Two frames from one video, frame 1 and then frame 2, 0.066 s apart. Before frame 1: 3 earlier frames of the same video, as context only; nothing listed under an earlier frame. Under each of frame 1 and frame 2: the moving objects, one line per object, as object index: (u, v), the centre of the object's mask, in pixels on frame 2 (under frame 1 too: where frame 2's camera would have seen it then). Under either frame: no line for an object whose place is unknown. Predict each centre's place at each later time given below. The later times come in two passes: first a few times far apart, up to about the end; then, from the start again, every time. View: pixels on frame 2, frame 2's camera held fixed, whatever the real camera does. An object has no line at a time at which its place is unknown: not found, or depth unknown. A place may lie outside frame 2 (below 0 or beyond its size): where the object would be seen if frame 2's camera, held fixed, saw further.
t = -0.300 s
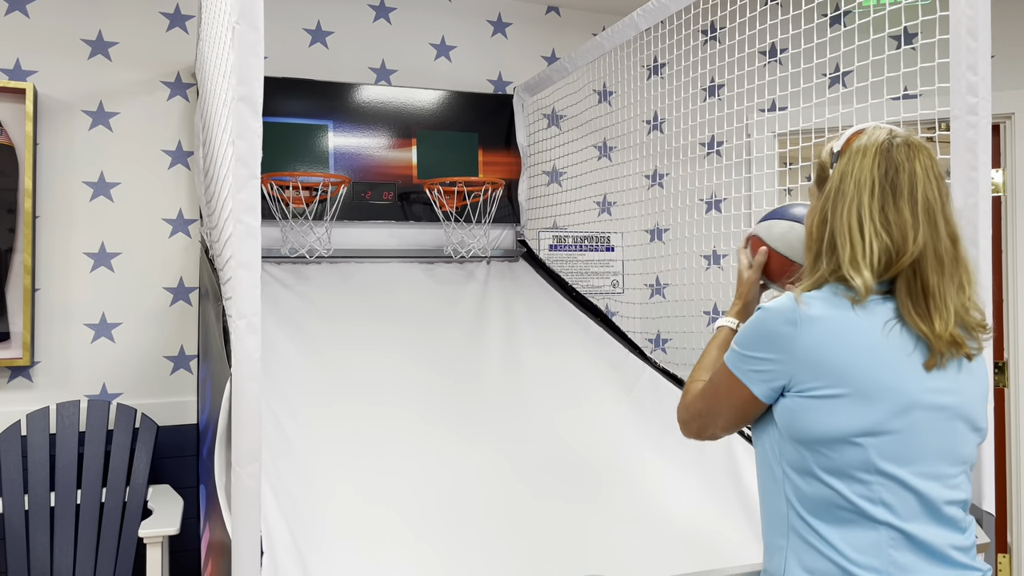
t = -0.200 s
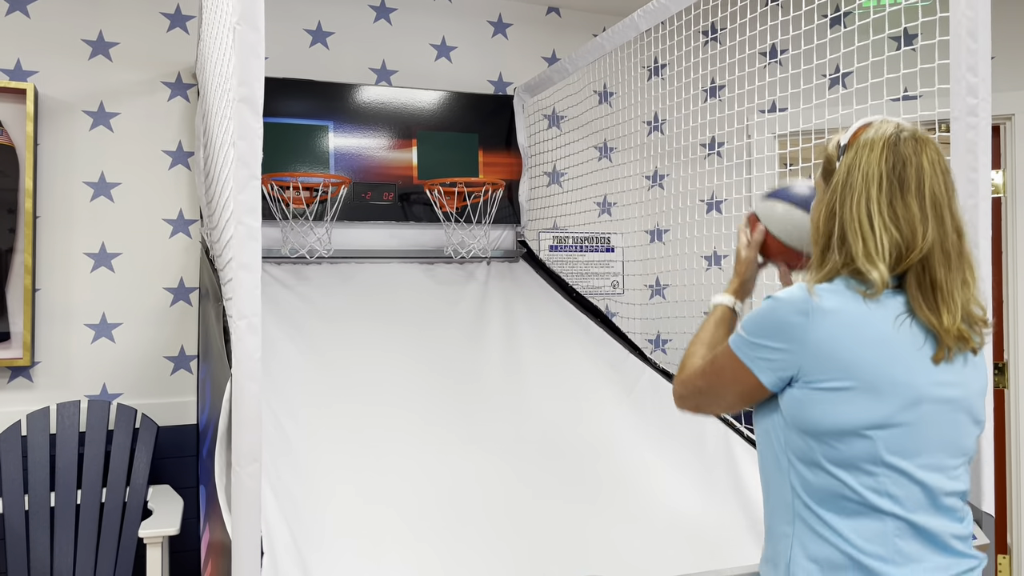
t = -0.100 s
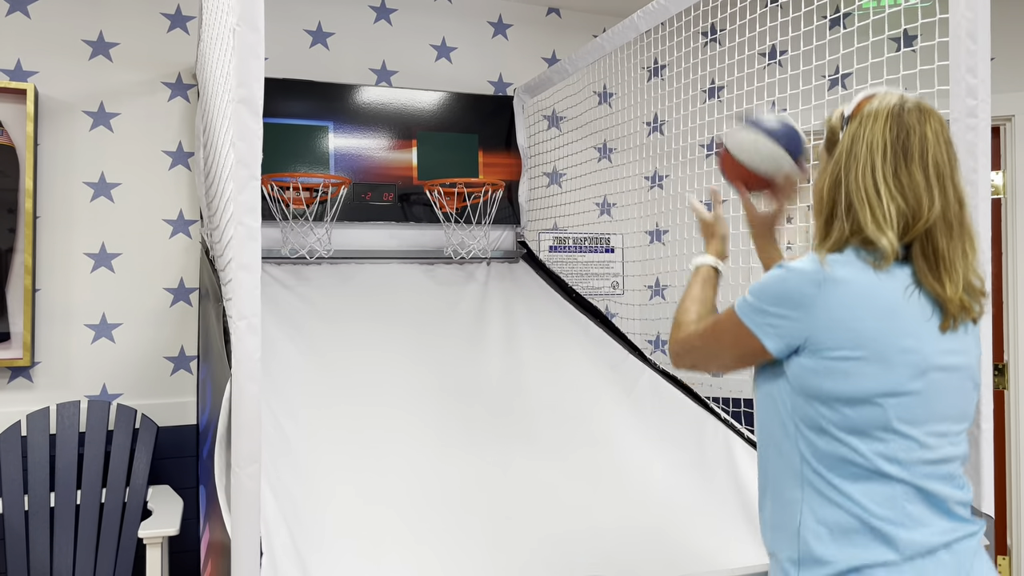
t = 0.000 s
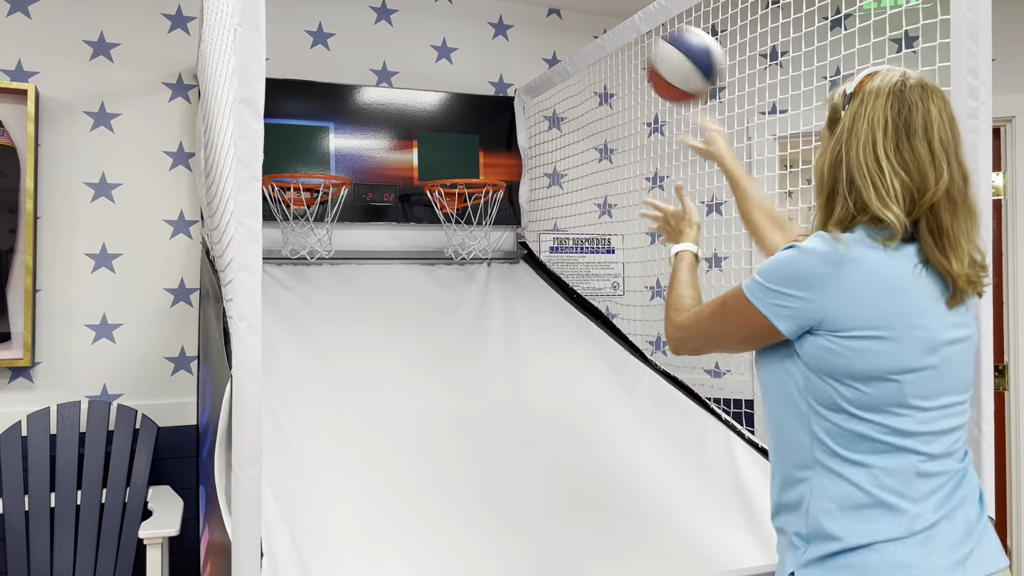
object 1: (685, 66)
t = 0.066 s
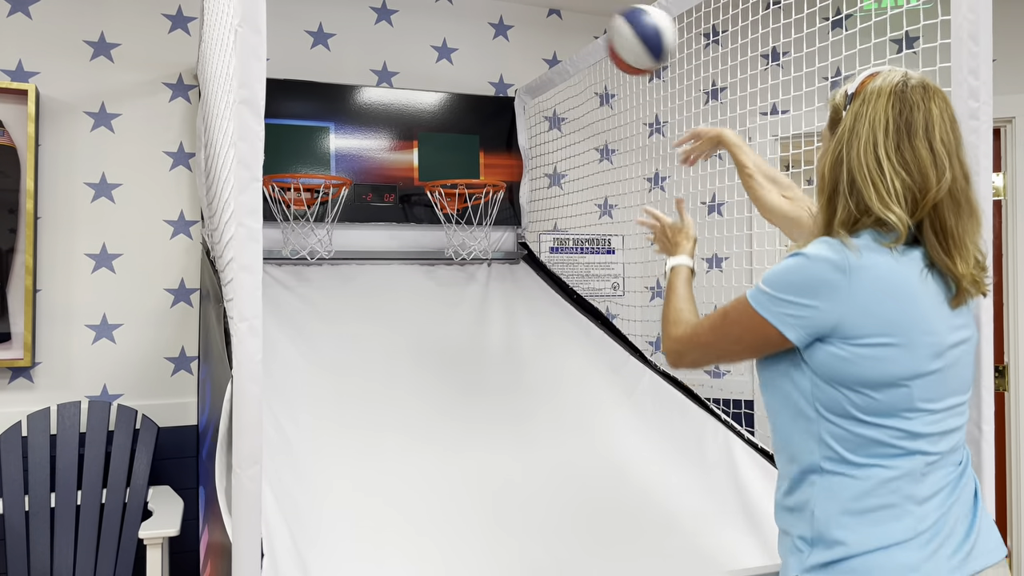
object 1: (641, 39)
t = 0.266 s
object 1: (548, 61)
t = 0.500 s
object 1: (473, 162)
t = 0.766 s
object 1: (390, 156)
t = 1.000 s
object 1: (348, 286)
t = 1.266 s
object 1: (317, 399)
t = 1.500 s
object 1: (321, 495)
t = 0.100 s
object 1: (622, 34)
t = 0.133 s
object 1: (604, 33)
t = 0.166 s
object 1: (588, 35)
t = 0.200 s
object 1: (573, 41)
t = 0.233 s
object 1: (560, 51)
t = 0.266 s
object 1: (548, 61)
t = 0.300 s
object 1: (536, 76)
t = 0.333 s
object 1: (524, 93)
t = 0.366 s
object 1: (514, 111)
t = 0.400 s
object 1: (505, 129)
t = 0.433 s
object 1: (497, 148)
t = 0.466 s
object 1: (489, 165)
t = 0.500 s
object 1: (473, 162)
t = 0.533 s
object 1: (456, 159)
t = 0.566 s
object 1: (444, 153)
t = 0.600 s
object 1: (435, 147)
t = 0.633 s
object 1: (427, 143)
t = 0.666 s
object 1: (418, 141)
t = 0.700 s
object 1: (408, 142)
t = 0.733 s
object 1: (399, 147)
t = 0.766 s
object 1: (390, 156)
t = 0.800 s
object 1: (379, 165)
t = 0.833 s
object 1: (369, 180)
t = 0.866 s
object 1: (365, 193)
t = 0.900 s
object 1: (360, 209)
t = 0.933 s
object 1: (357, 231)
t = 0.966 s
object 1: (352, 257)
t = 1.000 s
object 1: (348, 286)
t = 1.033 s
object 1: (341, 325)
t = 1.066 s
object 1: (337, 355)
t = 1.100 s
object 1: (333, 363)
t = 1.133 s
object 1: (330, 368)
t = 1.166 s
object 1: (326, 374)
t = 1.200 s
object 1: (323, 381)
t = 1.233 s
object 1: (320, 389)
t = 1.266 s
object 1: (317, 399)
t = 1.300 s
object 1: (314, 410)
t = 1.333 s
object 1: (312, 422)
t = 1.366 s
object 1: (311, 434)
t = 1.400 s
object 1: (311, 447)
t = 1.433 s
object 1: (314, 461)
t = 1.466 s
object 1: (317, 478)
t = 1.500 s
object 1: (321, 495)
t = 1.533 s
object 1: (327, 516)
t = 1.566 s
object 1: (335, 535)
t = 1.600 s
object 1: (347, 548)
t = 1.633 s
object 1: (360, 560)
